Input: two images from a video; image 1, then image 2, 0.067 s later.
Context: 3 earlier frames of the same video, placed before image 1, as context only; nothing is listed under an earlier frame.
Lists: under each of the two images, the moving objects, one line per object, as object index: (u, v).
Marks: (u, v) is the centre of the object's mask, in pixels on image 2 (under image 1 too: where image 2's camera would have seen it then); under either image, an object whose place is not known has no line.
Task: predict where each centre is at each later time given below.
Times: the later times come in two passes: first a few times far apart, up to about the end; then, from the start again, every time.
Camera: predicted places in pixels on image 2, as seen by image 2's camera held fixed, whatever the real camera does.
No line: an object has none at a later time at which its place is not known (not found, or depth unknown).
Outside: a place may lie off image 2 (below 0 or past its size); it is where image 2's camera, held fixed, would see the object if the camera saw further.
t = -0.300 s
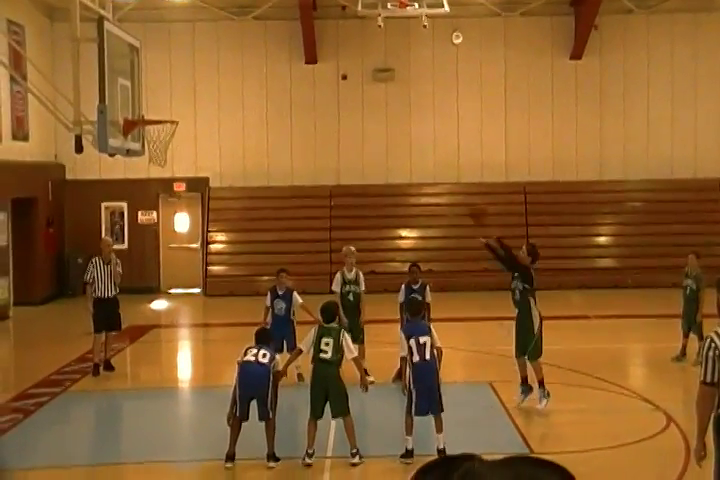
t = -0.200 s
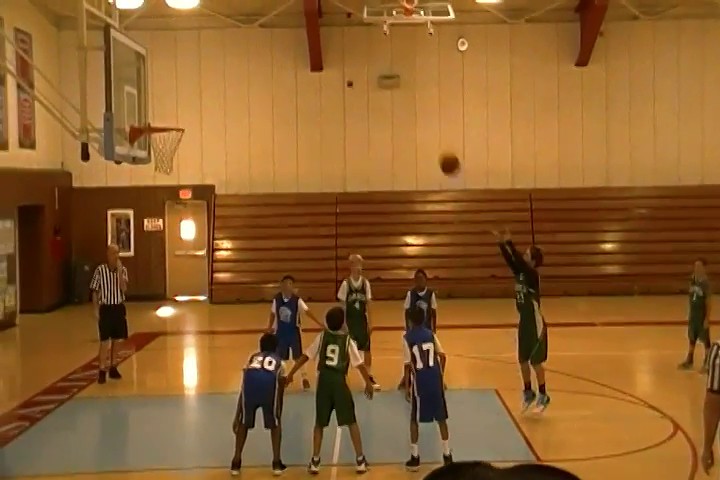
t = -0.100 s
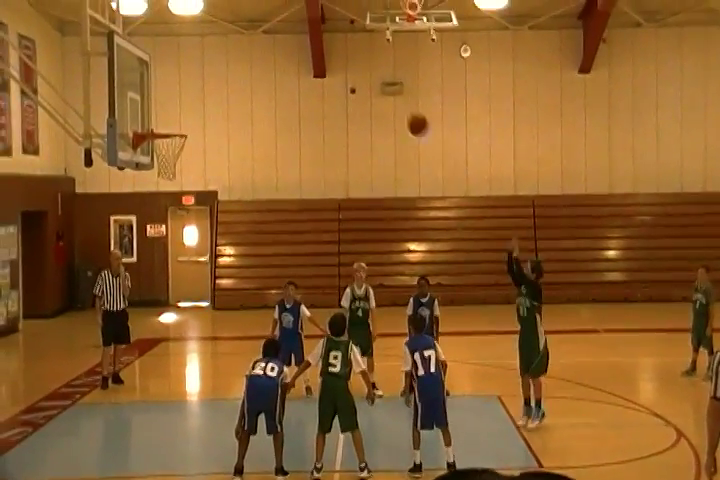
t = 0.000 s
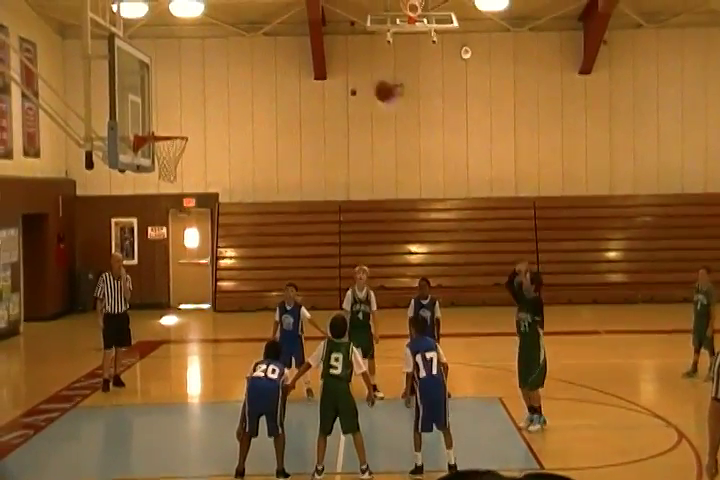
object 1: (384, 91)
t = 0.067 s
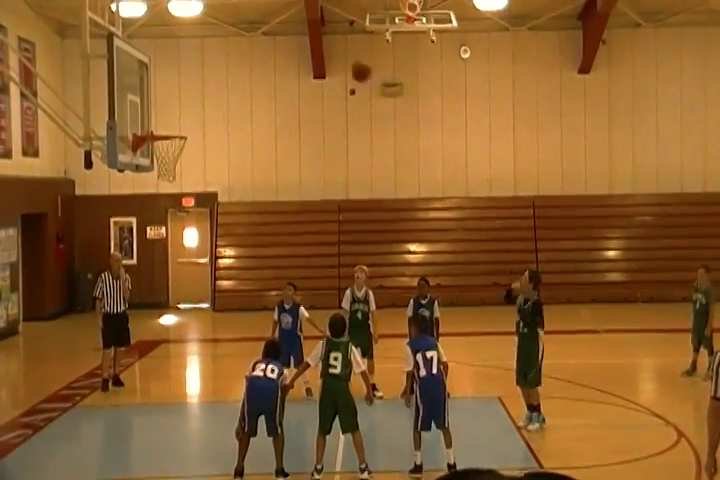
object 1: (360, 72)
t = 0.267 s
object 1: (295, 43)
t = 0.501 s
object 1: (220, 55)
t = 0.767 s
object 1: (152, 126)
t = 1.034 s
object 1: (183, 80)
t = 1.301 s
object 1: (213, 98)
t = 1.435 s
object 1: (228, 129)
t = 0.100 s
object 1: (349, 64)
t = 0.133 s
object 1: (339, 58)
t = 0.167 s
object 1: (329, 52)
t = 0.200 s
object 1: (318, 47)
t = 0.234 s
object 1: (306, 44)
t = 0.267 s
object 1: (295, 43)
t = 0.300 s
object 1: (283, 42)
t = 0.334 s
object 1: (272, 42)
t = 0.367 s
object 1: (262, 42)
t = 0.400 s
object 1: (251, 44)
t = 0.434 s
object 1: (240, 46)
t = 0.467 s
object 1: (230, 50)
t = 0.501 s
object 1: (220, 55)
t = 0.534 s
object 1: (210, 61)
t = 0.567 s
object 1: (200, 67)
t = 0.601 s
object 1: (190, 75)
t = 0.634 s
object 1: (180, 84)
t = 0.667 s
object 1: (170, 94)
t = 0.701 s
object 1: (160, 106)
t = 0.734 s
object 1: (150, 118)
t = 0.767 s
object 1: (152, 126)
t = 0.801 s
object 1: (156, 118)
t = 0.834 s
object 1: (160, 109)
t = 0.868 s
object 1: (164, 102)
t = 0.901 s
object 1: (167, 95)
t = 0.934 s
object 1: (171, 90)
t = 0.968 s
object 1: (175, 86)
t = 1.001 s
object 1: (179, 82)
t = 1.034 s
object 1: (183, 80)
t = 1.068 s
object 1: (187, 79)
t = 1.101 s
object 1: (191, 79)
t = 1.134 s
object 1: (194, 80)
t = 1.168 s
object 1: (198, 82)
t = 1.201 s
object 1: (201, 85)
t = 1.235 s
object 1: (205, 88)
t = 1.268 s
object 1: (209, 93)
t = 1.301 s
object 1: (213, 98)
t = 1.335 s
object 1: (217, 105)
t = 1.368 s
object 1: (221, 112)
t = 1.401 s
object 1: (224, 120)
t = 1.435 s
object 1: (228, 129)
